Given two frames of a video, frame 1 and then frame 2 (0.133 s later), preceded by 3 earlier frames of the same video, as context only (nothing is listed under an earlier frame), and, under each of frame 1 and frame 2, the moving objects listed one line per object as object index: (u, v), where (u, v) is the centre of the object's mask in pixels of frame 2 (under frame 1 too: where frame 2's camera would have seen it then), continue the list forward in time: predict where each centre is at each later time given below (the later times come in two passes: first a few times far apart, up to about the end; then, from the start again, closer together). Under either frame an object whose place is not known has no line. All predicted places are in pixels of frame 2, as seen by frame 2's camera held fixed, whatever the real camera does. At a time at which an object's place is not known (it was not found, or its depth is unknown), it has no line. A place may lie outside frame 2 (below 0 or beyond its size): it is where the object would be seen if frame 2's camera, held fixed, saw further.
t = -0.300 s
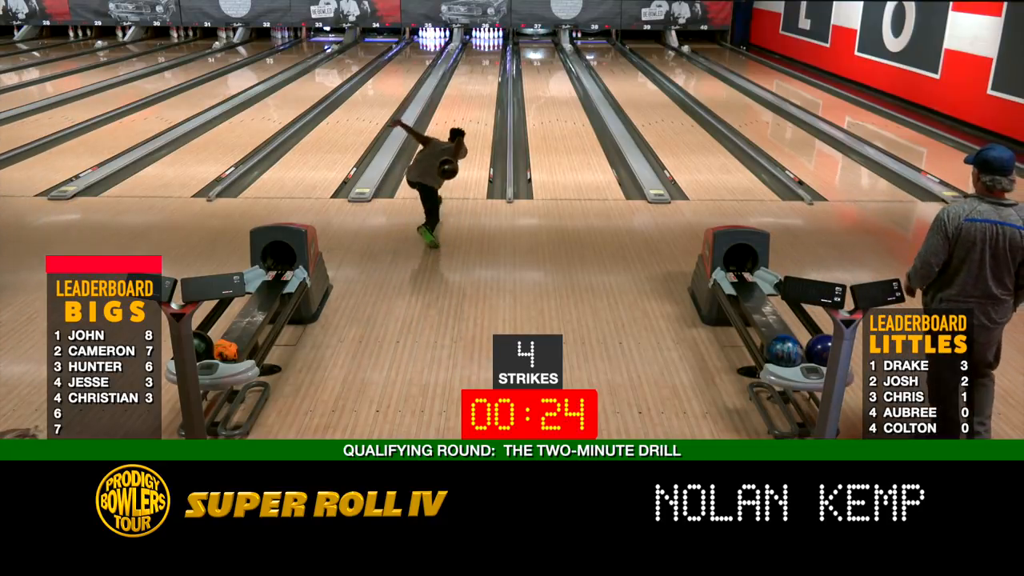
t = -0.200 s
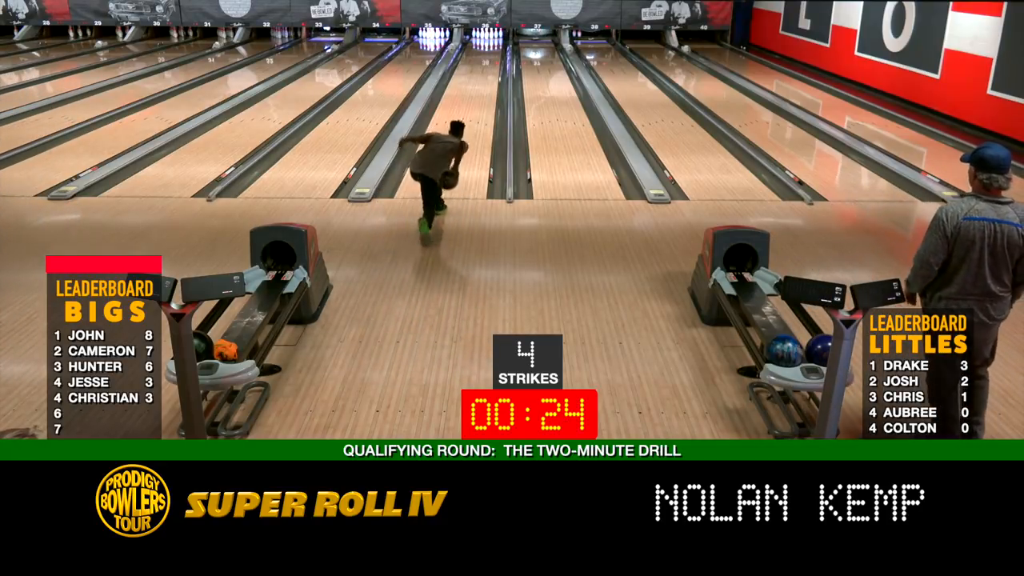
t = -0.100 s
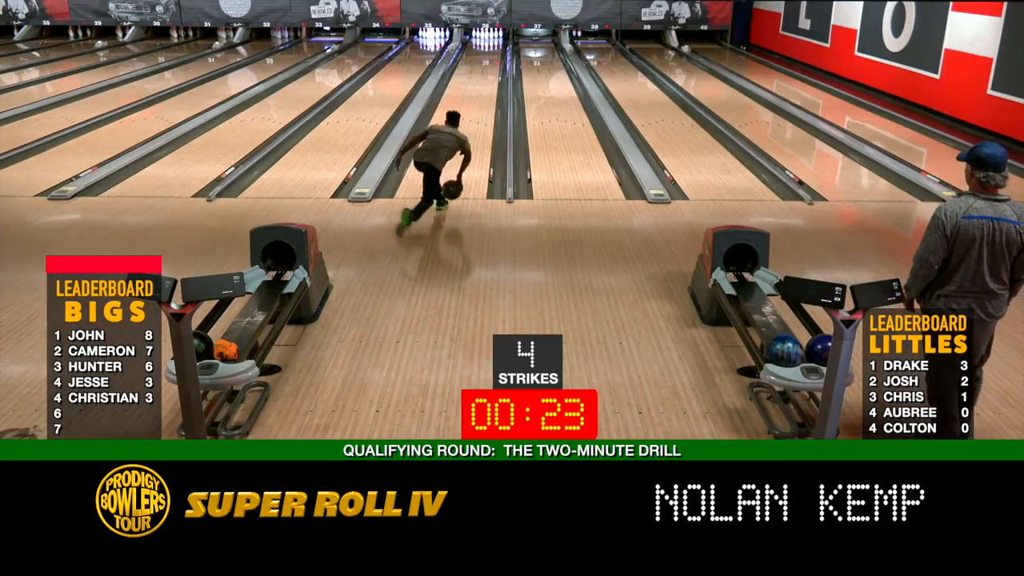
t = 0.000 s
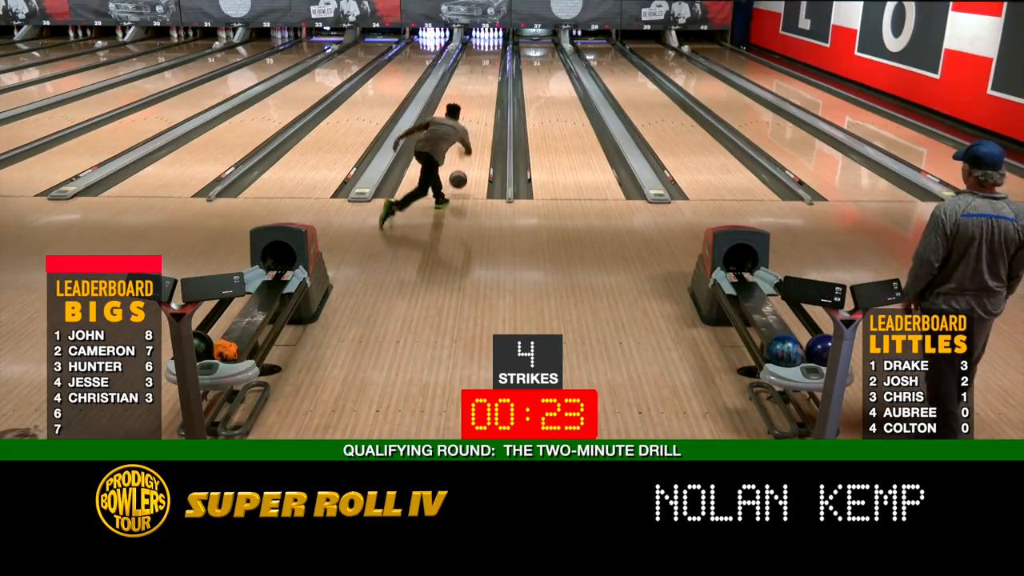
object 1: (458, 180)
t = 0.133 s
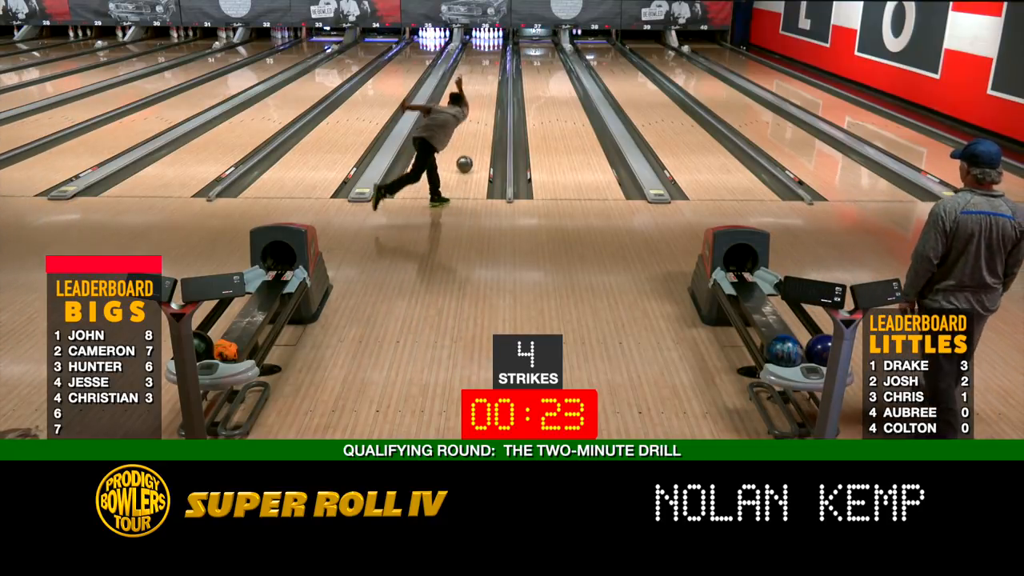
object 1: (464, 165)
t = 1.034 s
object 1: (486, 84)
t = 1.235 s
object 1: (488, 74)
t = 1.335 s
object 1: (488, 69)
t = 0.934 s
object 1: (485, 90)
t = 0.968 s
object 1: (485, 88)
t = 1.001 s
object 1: (486, 86)
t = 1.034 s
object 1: (486, 84)
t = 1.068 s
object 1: (486, 82)
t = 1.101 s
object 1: (487, 80)
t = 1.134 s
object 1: (487, 79)
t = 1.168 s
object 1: (487, 77)
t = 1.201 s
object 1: (487, 75)
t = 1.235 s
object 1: (488, 74)
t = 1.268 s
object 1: (488, 72)
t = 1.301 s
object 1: (488, 71)
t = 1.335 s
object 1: (488, 69)
